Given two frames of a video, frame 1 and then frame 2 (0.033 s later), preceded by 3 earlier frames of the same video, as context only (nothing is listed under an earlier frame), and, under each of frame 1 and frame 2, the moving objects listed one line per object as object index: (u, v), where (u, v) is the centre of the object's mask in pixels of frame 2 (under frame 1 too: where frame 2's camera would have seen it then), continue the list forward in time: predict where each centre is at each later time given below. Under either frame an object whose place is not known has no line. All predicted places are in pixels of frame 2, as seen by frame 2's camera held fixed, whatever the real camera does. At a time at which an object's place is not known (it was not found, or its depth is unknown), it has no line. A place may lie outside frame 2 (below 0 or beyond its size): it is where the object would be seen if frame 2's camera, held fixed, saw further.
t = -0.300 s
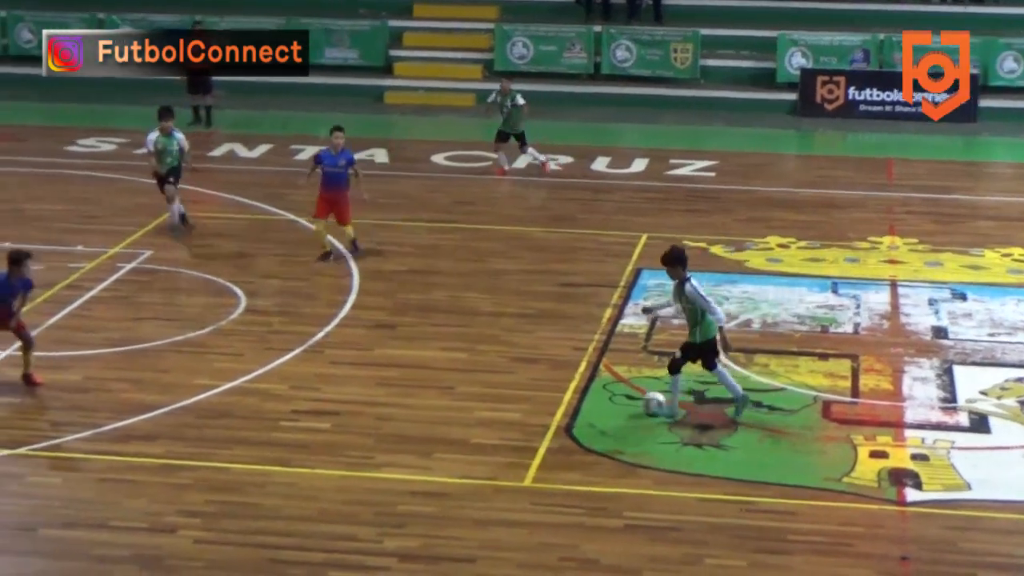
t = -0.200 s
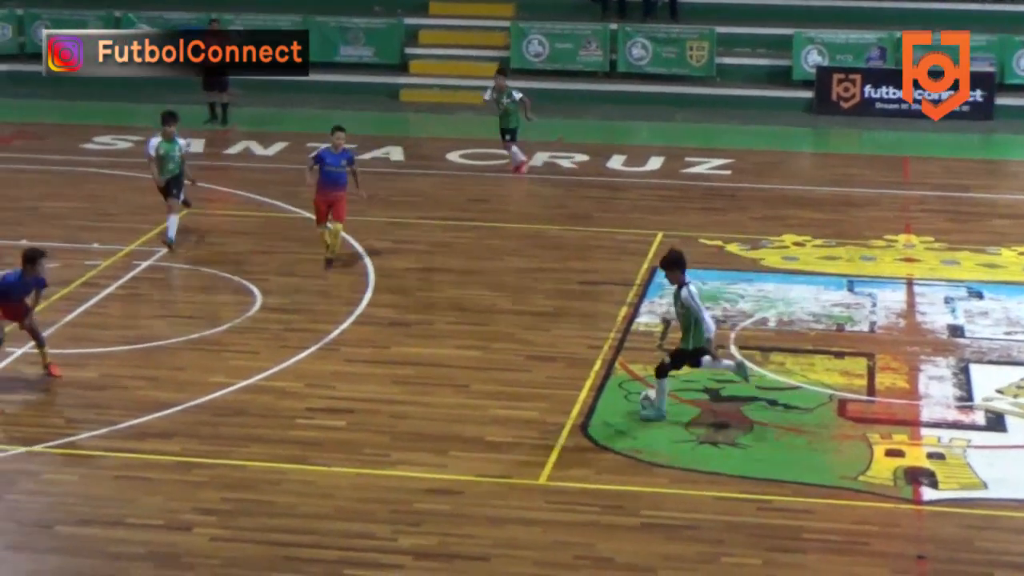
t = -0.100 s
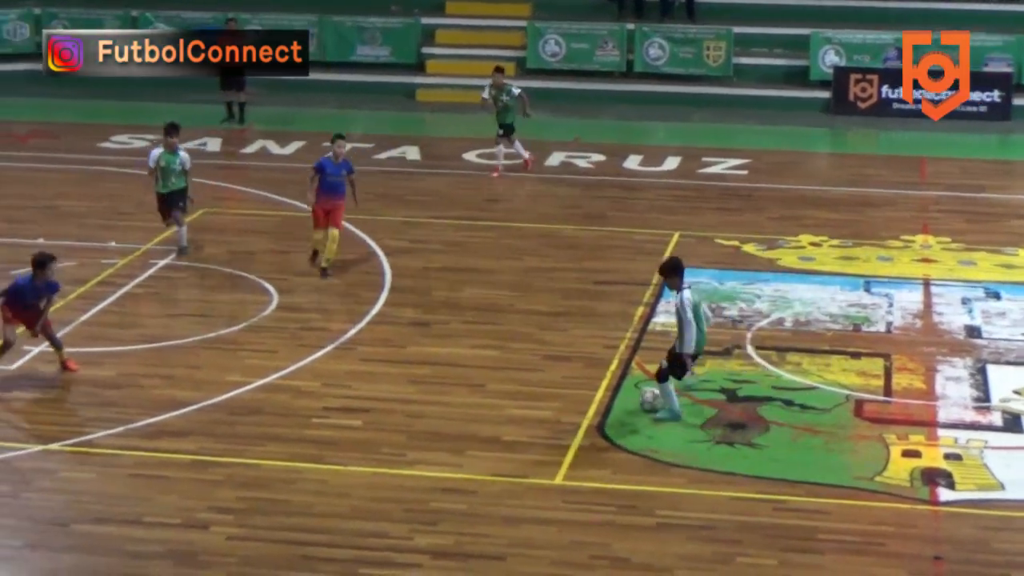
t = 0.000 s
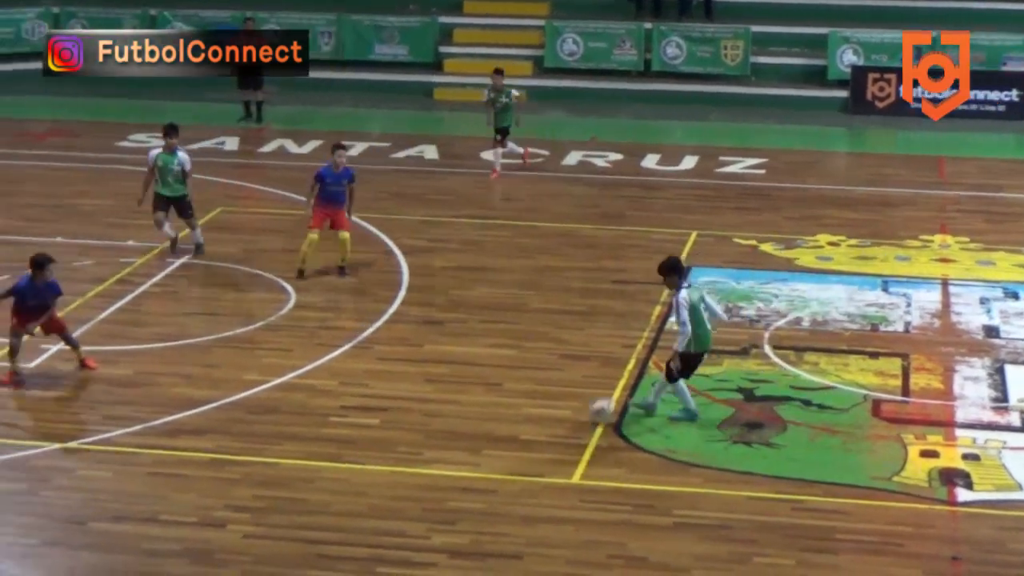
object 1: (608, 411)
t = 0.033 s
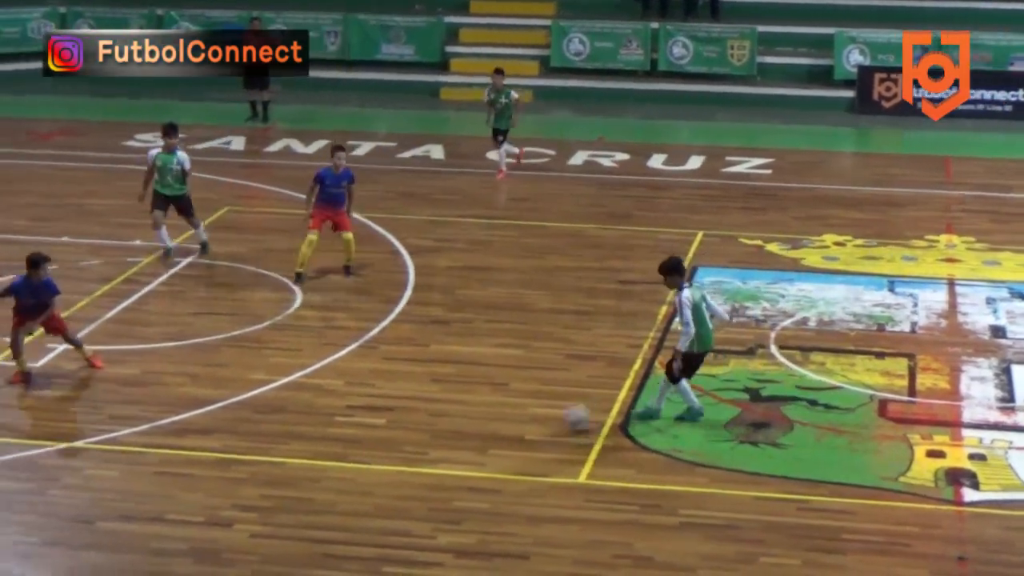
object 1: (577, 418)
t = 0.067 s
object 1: (544, 428)
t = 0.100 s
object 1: (515, 436)
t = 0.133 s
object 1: (482, 442)
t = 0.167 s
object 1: (451, 449)
